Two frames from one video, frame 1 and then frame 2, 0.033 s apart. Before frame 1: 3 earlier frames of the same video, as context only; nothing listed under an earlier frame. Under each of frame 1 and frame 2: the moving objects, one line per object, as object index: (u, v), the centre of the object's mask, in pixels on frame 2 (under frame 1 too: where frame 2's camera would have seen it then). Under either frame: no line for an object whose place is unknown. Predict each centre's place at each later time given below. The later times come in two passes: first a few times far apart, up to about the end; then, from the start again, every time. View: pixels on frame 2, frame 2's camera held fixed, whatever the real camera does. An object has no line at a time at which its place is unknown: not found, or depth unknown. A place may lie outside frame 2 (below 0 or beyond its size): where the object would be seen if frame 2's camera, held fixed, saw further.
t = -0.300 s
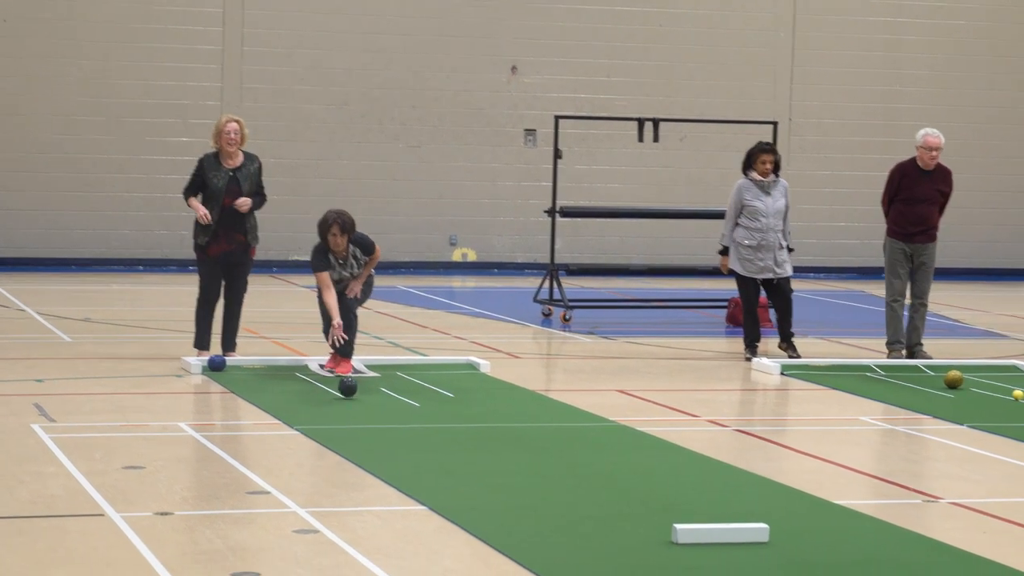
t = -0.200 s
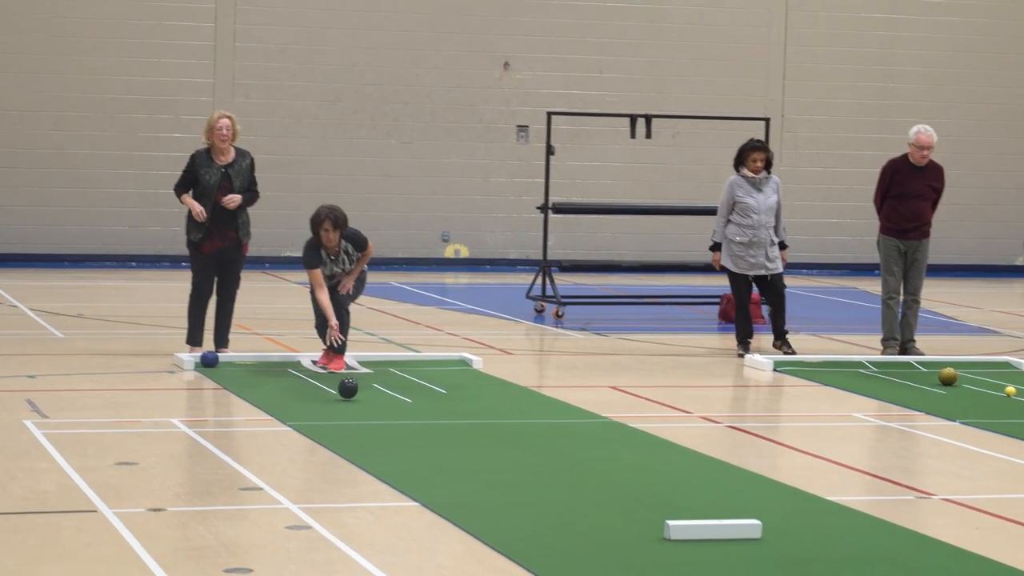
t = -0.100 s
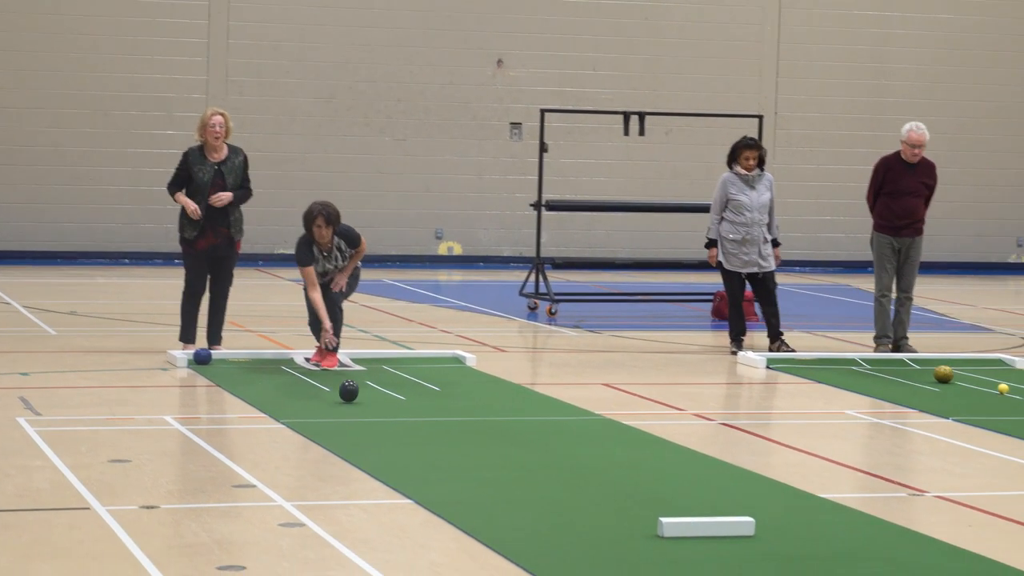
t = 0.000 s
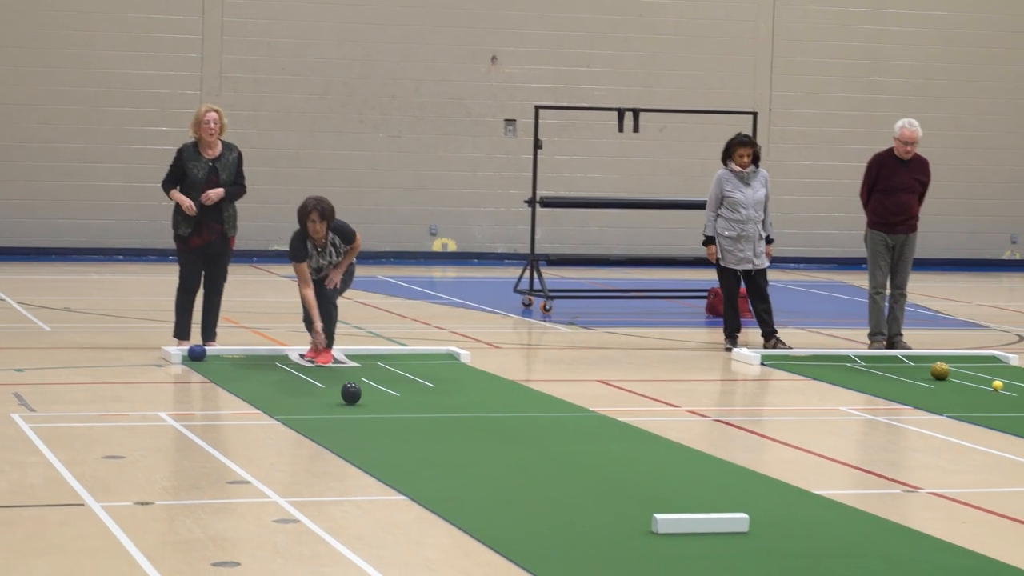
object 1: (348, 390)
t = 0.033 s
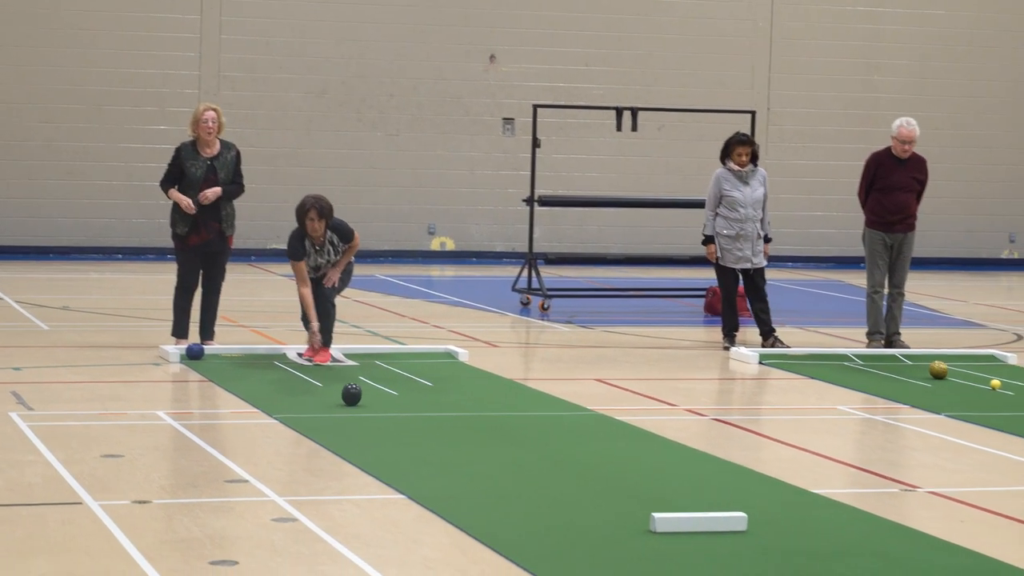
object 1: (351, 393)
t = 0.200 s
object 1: (364, 401)
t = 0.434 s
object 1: (383, 413)
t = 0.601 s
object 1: (398, 423)
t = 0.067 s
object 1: (354, 394)
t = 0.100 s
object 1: (356, 396)
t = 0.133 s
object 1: (359, 398)
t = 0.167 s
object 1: (361, 399)
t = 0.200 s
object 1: (364, 401)
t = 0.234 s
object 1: (366, 403)
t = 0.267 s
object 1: (369, 404)
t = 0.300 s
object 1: (372, 406)
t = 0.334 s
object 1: (374, 408)
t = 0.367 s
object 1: (377, 410)
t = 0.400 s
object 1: (380, 411)
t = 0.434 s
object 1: (383, 413)
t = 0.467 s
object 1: (386, 416)
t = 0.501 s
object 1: (389, 418)
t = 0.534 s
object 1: (392, 419)
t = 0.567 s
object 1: (395, 421)
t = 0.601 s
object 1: (398, 423)
